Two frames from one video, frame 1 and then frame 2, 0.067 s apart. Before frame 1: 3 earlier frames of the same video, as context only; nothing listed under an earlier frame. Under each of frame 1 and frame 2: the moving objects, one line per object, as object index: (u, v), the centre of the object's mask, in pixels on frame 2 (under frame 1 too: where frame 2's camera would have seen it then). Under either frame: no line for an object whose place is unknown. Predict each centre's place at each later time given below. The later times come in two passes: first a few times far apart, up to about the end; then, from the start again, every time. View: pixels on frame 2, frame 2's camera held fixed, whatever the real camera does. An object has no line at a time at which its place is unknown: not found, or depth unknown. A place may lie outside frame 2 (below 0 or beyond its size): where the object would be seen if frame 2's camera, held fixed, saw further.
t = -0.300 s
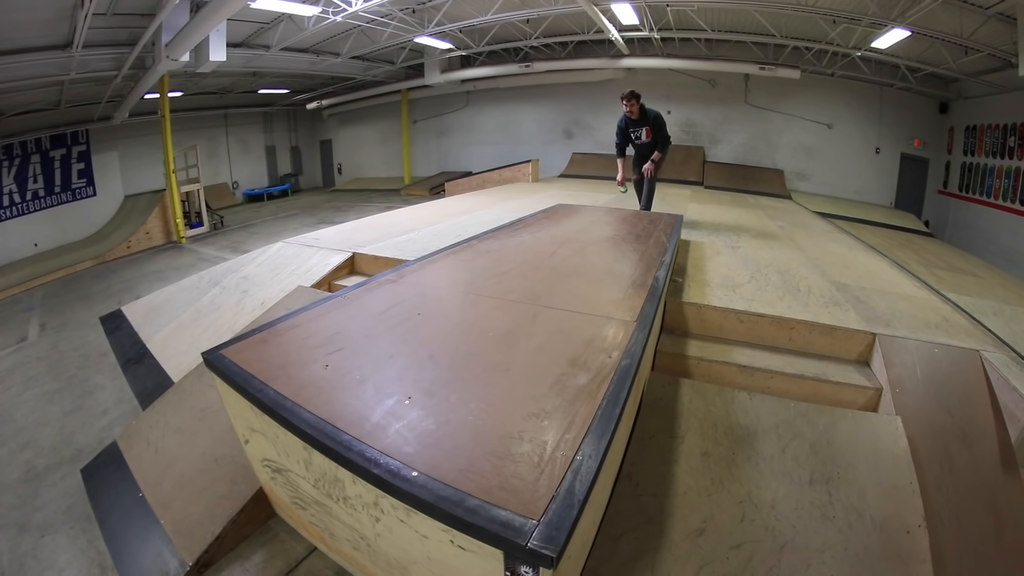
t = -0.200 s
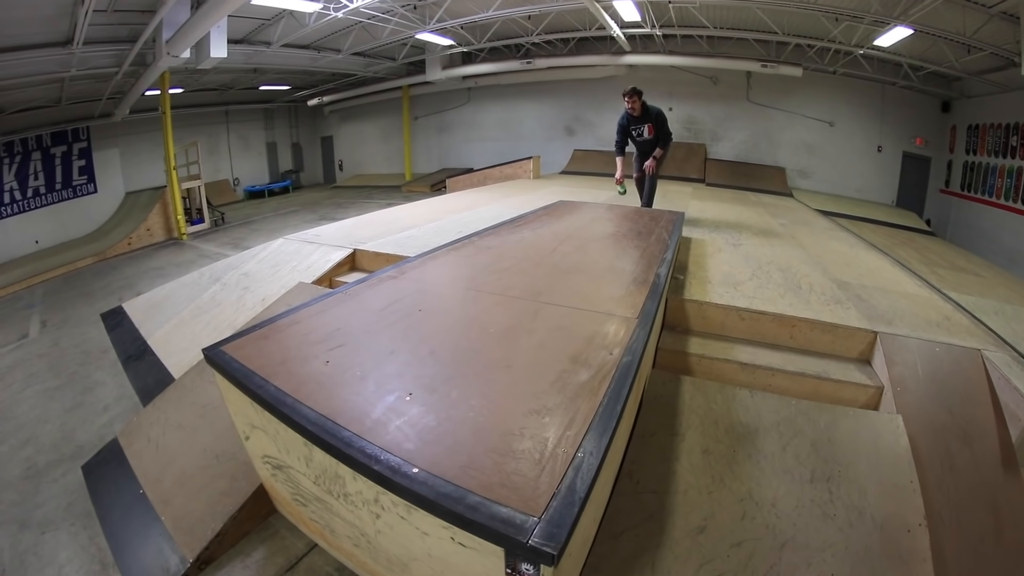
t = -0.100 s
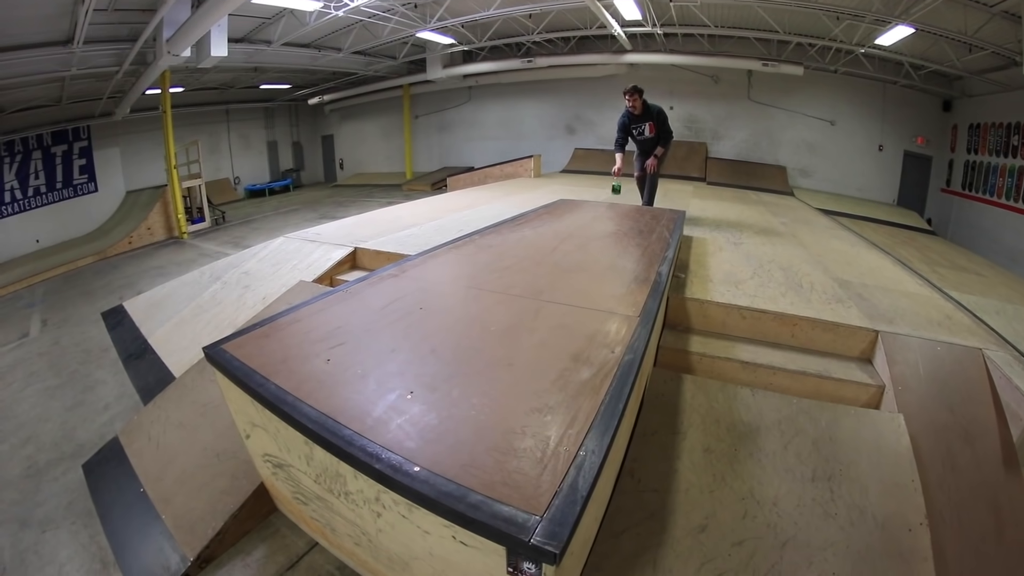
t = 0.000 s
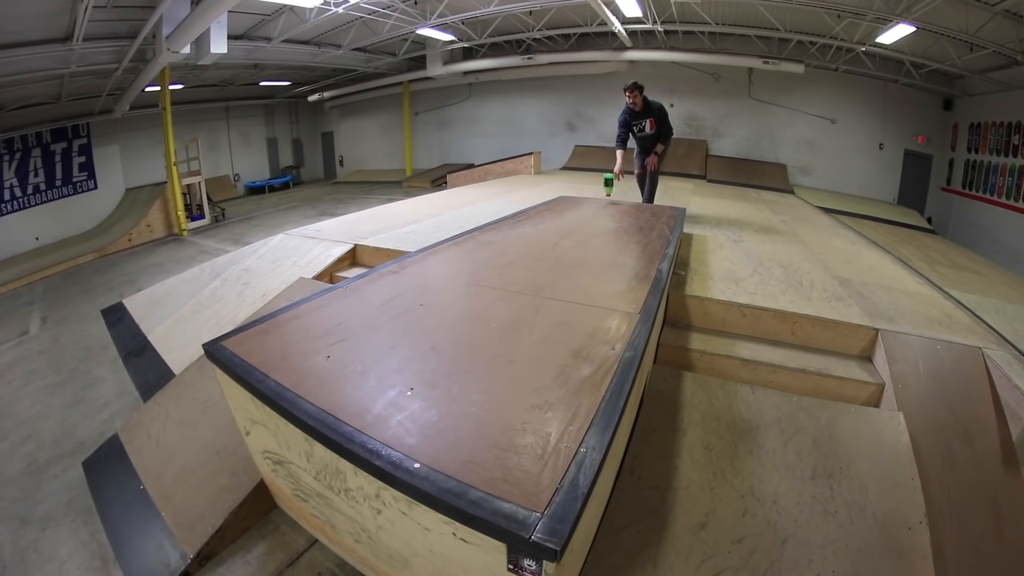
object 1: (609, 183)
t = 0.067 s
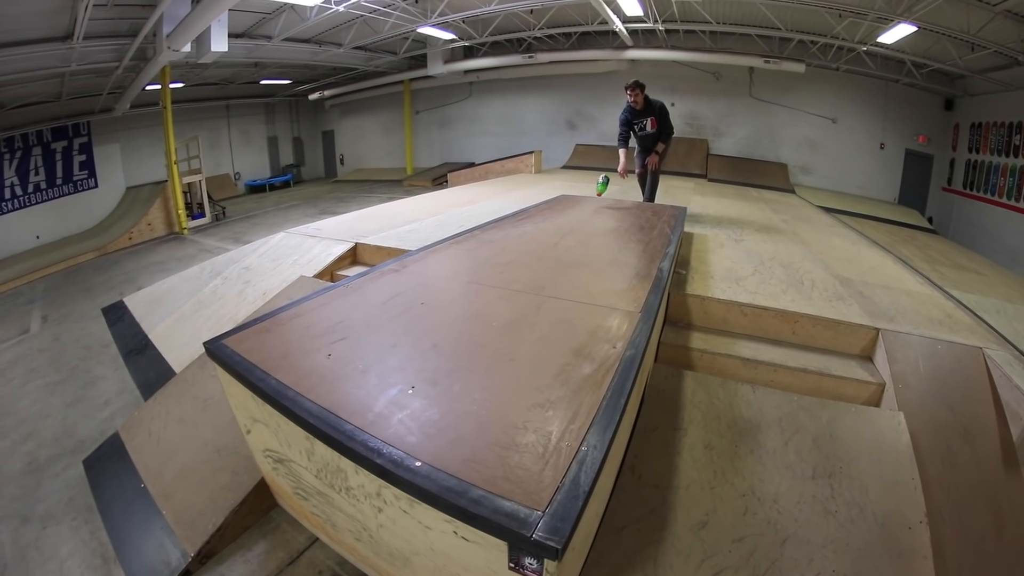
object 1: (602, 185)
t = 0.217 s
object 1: (585, 207)
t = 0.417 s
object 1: (556, 229)
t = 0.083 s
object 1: (601, 186)
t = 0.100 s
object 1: (599, 188)
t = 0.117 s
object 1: (597, 189)
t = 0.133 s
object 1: (596, 192)
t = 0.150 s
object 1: (594, 196)
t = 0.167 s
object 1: (591, 199)
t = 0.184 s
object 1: (589, 203)
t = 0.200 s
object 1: (587, 206)
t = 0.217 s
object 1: (585, 207)
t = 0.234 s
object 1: (583, 210)
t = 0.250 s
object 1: (581, 213)
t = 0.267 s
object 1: (578, 214)
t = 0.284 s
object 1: (576, 215)
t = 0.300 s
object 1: (573, 217)
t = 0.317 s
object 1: (571, 219)
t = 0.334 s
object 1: (569, 220)
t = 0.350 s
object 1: (566, 222)
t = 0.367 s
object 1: (564, 224)
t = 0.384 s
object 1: (561, 226)
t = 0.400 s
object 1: (558, 227)
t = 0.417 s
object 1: (556, 229)
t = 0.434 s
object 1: (553, 230)
